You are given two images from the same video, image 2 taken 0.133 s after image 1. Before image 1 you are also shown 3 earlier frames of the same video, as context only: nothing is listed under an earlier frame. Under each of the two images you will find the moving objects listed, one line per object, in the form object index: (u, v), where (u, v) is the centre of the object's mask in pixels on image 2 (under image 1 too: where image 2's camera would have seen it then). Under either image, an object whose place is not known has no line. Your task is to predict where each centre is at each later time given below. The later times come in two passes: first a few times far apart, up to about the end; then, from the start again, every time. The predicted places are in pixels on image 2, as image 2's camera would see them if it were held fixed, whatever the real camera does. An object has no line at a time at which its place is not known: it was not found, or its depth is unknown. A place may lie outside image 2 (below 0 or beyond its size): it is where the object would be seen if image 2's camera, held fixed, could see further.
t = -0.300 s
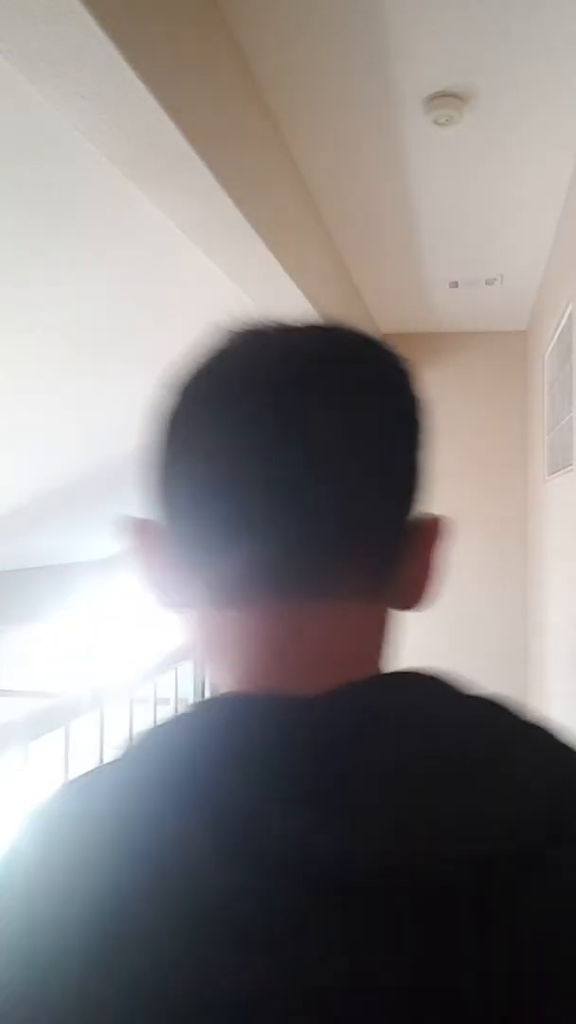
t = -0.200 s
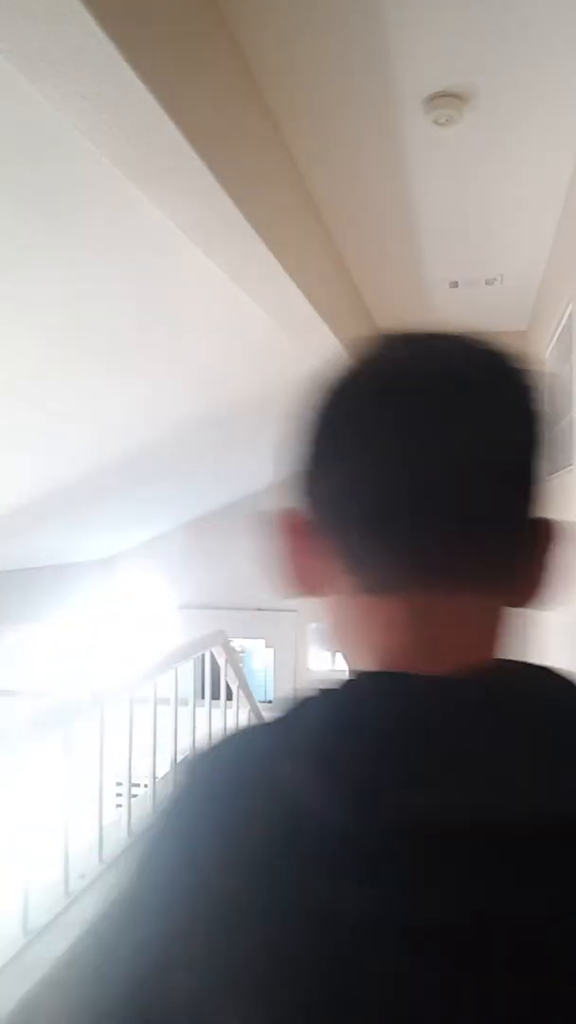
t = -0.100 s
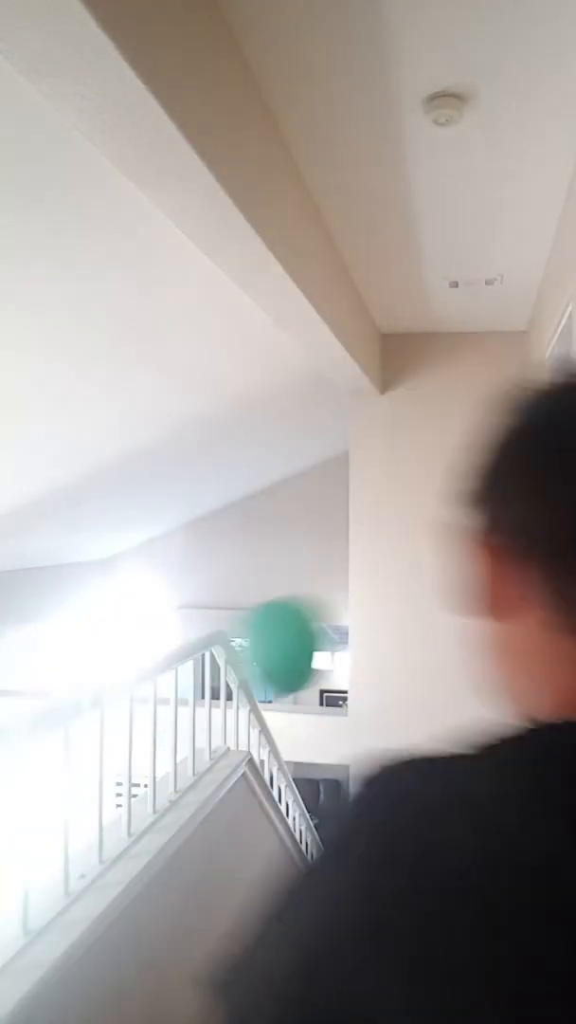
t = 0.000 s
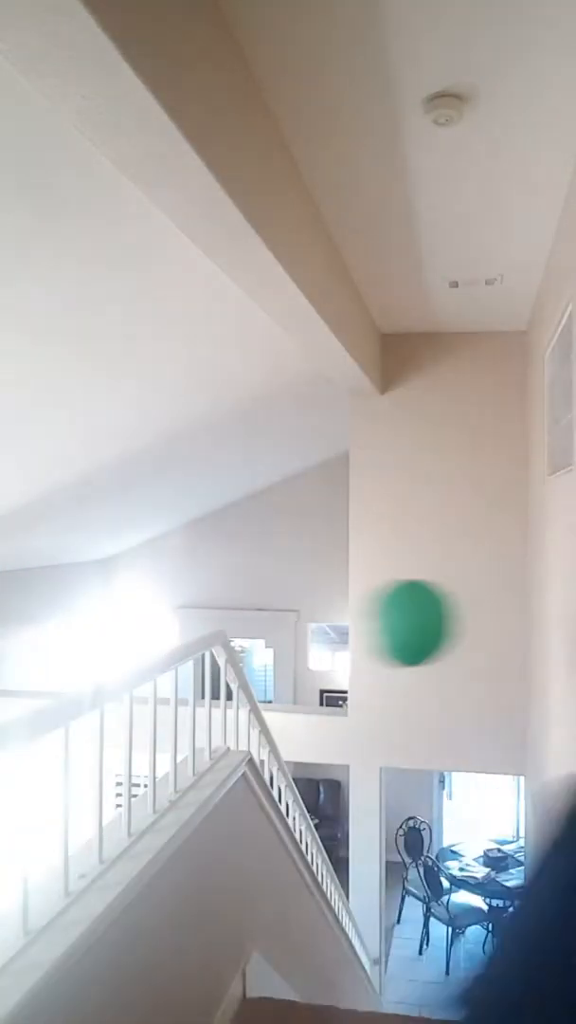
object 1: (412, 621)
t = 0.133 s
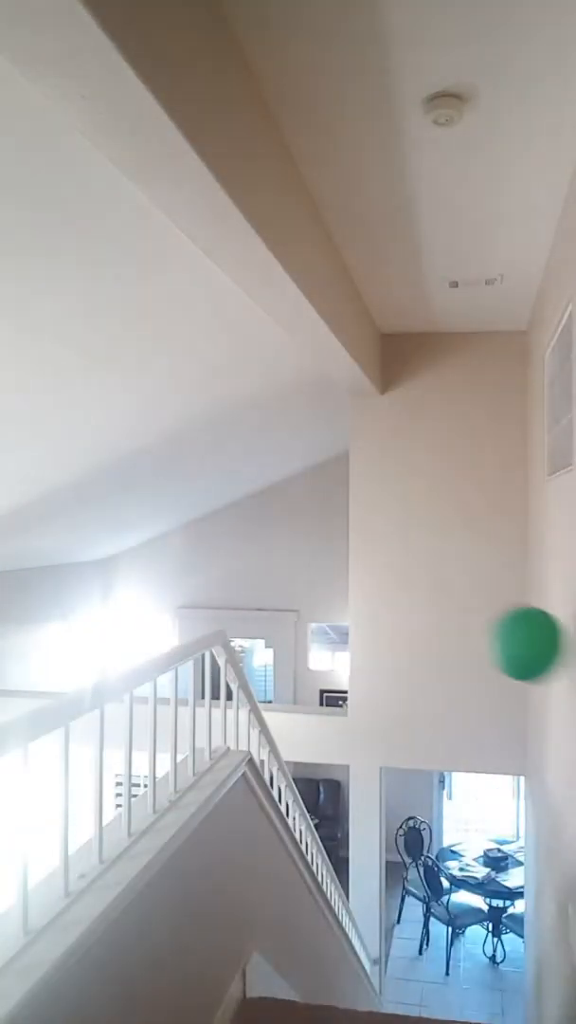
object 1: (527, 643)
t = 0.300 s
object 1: (456, 722)
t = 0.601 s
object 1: (413, 866)
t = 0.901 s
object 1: (475, 923)
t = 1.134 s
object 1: (379, 1008)
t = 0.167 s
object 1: (544, 655)
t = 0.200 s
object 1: (523, 669)
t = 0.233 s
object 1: (501, 684)
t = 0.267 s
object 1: (478, 703)
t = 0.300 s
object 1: (456, 722)
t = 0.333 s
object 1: (435, 744)
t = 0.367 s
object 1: (414, 767)
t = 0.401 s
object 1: (395, 791)
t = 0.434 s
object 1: (377, 817)
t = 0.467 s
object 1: (359, 845)
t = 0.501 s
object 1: (346, 872)
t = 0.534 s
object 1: (362, 871)
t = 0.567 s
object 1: (388, 867)
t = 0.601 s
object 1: (413, 866)
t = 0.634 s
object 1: (432, 867)
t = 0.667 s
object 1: (456, 871)
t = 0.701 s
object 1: (478, 876)
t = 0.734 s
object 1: (501, 884)
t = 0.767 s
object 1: (520, 897)
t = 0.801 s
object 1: (524, 903)
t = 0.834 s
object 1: (506, 908)
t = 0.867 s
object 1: (491, 913)
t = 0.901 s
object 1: (475, 923)
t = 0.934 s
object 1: (460, 931)
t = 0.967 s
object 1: (445, 944)
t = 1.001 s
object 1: (431, 959)
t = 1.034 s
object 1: (417, 974)
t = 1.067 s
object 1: (403, 990)
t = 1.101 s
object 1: (391, 999)
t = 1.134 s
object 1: (379, 1008)
